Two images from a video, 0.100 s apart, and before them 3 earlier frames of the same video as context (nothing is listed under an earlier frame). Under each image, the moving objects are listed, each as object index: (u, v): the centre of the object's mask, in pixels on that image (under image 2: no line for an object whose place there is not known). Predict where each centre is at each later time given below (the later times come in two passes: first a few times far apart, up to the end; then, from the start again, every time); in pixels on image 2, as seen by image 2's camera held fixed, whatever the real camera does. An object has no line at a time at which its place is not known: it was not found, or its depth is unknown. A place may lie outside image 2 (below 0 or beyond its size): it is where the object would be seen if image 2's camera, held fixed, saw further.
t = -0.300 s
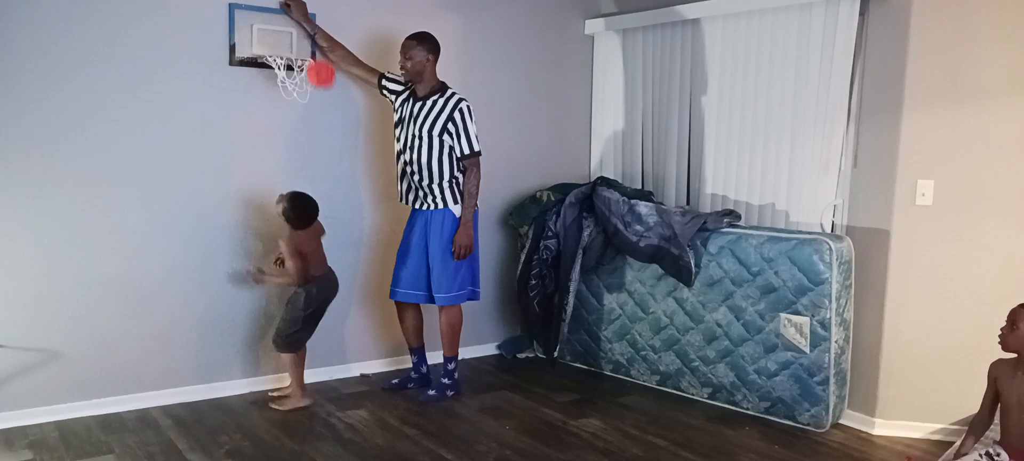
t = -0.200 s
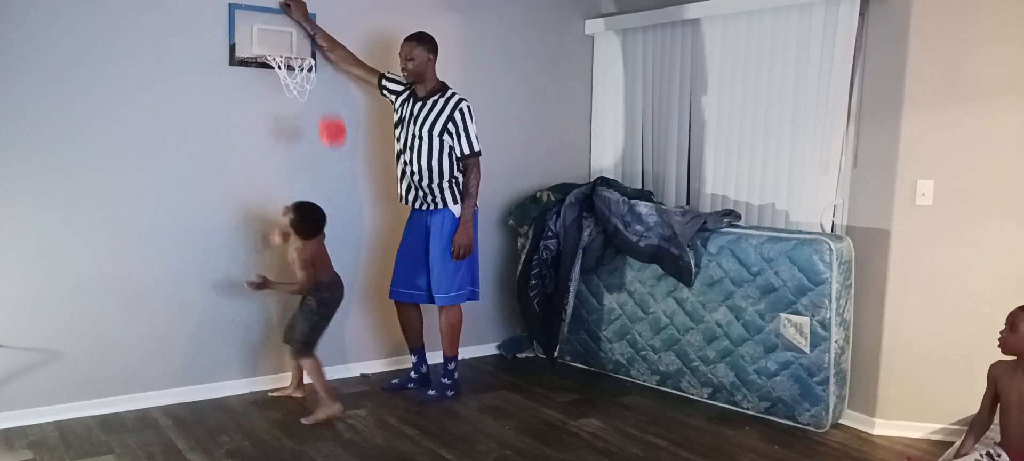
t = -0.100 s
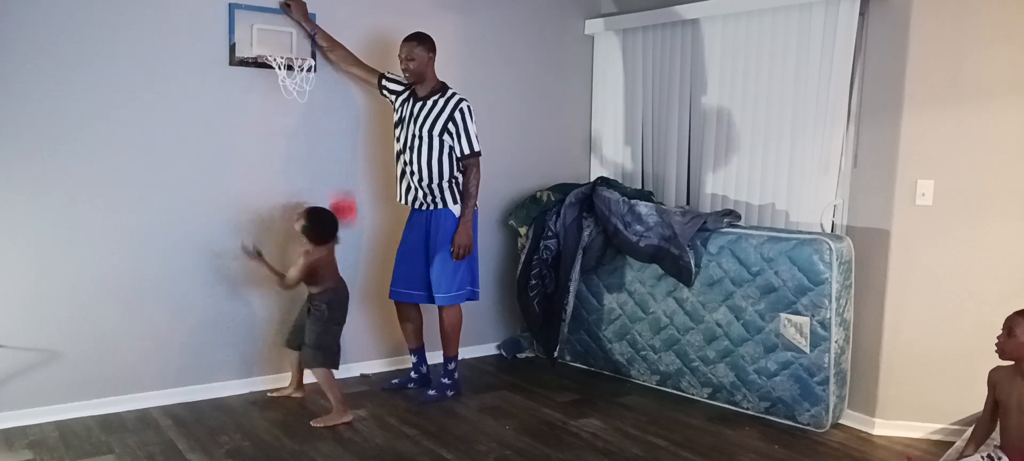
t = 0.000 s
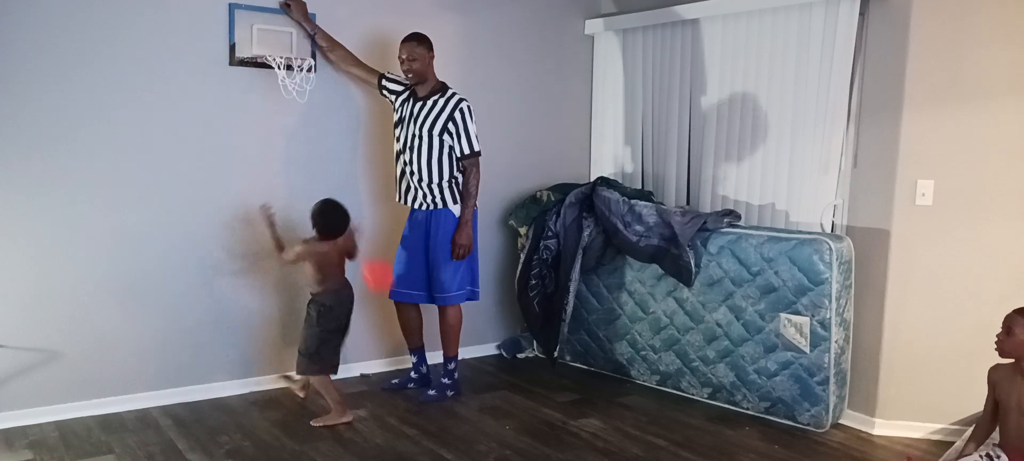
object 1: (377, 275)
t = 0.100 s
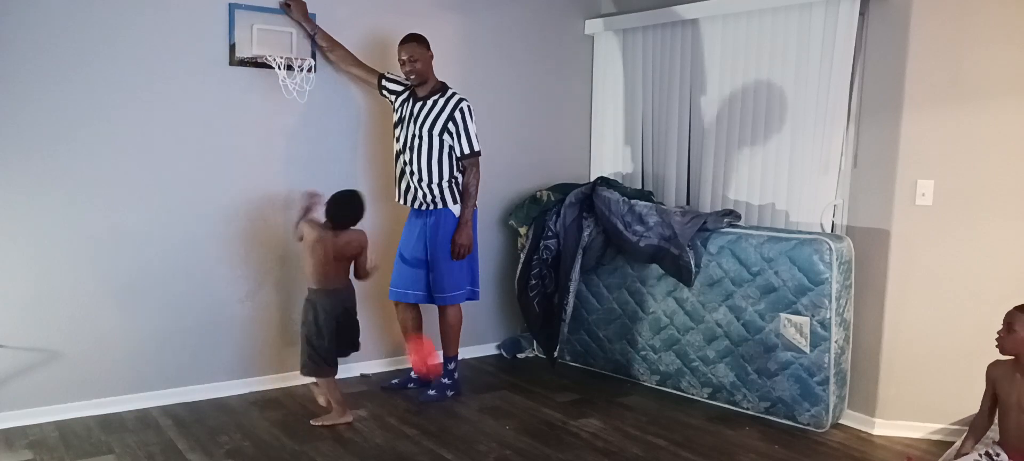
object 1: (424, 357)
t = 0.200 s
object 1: (474, 439)
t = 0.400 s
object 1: (598, 327)
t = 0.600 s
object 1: (757, 298)
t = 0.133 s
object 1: (439, 391)
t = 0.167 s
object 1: (455, 428)
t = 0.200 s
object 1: (474, 439)
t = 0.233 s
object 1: (493, 415)
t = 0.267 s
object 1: (513, 394)
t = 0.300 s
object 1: (533, 375)
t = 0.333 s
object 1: (554, 356)
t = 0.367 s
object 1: (575, 340)
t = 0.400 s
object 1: (598, 327)
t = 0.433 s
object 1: (622, 315)
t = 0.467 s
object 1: (648, 305)
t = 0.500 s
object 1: (674, 299)
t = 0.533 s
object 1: (700, 296)
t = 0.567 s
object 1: (727, 296)
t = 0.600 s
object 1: (757, 298)
